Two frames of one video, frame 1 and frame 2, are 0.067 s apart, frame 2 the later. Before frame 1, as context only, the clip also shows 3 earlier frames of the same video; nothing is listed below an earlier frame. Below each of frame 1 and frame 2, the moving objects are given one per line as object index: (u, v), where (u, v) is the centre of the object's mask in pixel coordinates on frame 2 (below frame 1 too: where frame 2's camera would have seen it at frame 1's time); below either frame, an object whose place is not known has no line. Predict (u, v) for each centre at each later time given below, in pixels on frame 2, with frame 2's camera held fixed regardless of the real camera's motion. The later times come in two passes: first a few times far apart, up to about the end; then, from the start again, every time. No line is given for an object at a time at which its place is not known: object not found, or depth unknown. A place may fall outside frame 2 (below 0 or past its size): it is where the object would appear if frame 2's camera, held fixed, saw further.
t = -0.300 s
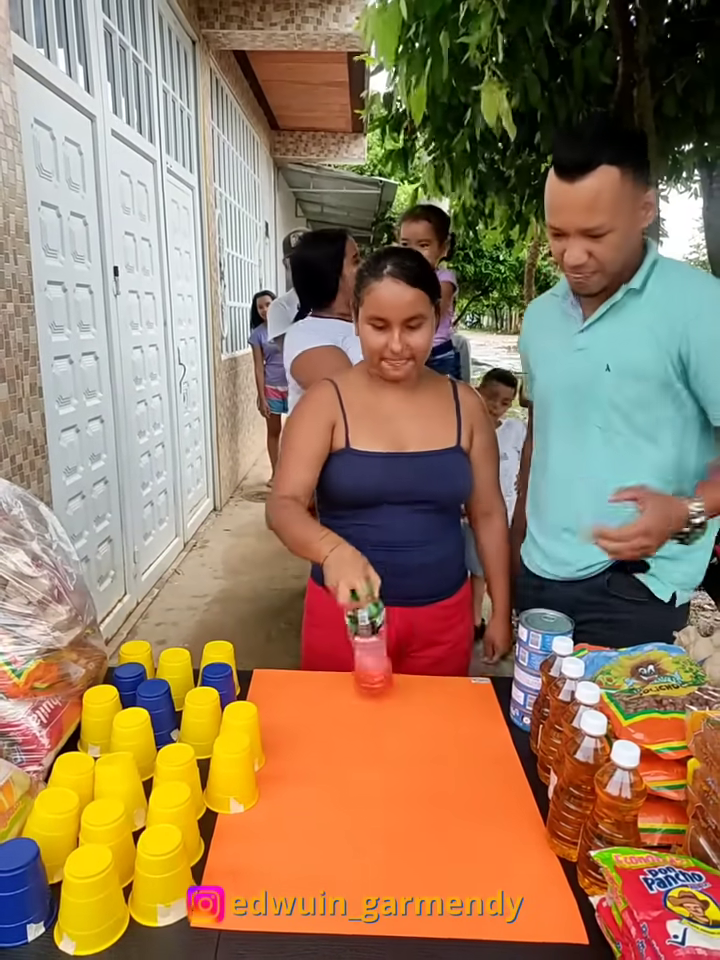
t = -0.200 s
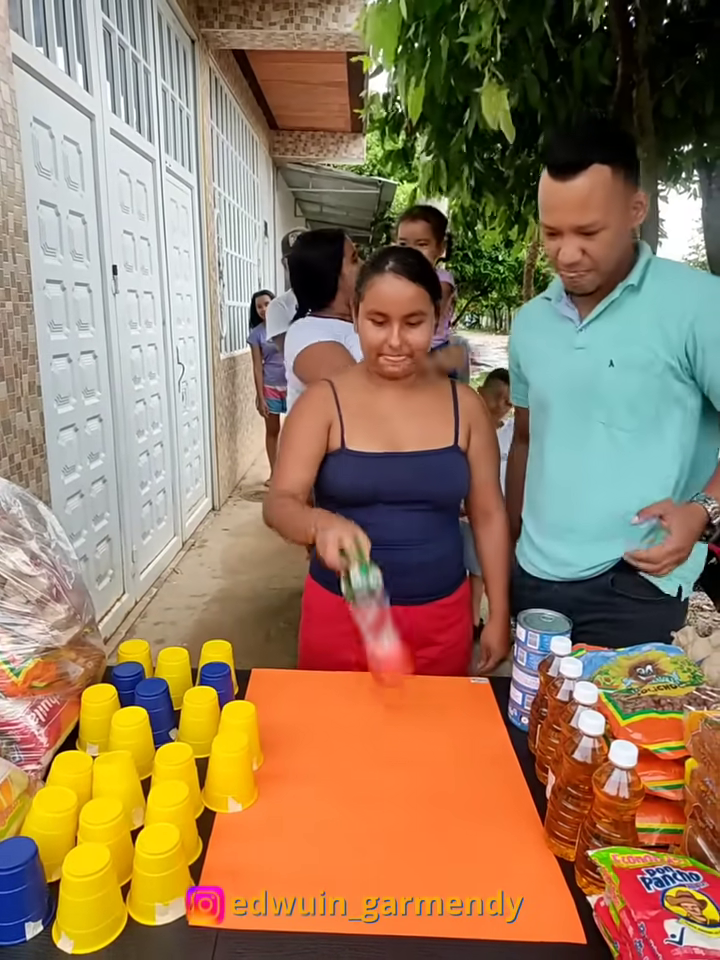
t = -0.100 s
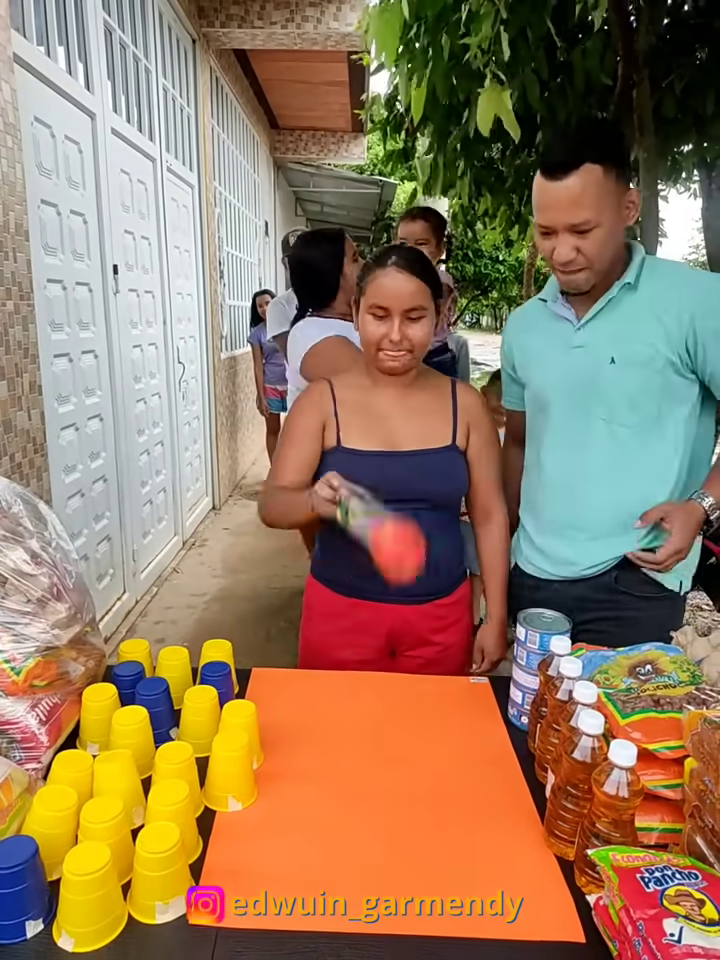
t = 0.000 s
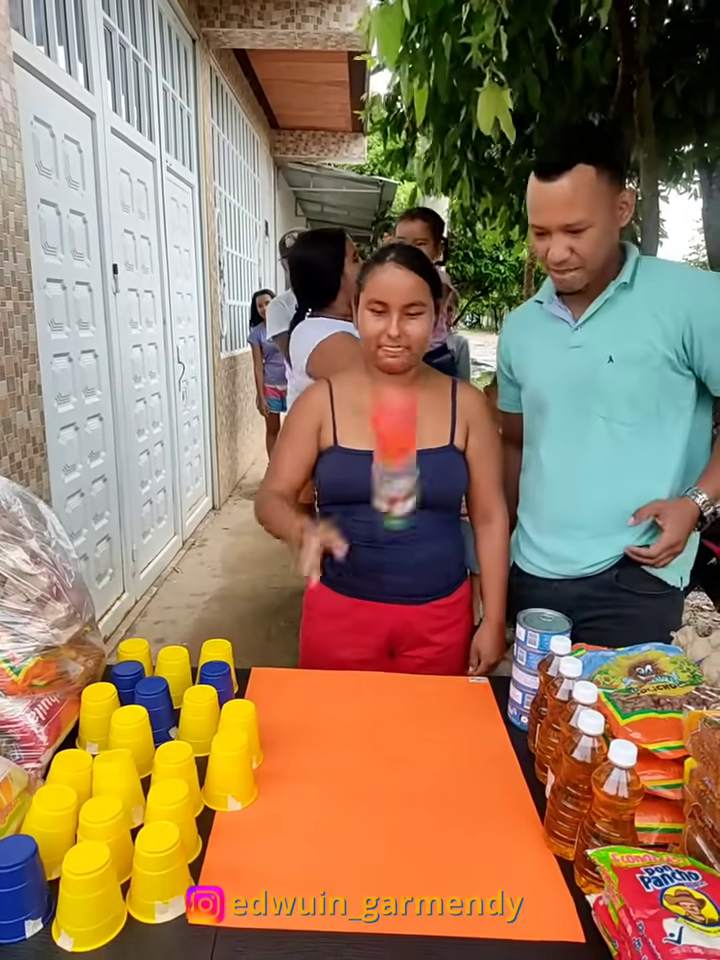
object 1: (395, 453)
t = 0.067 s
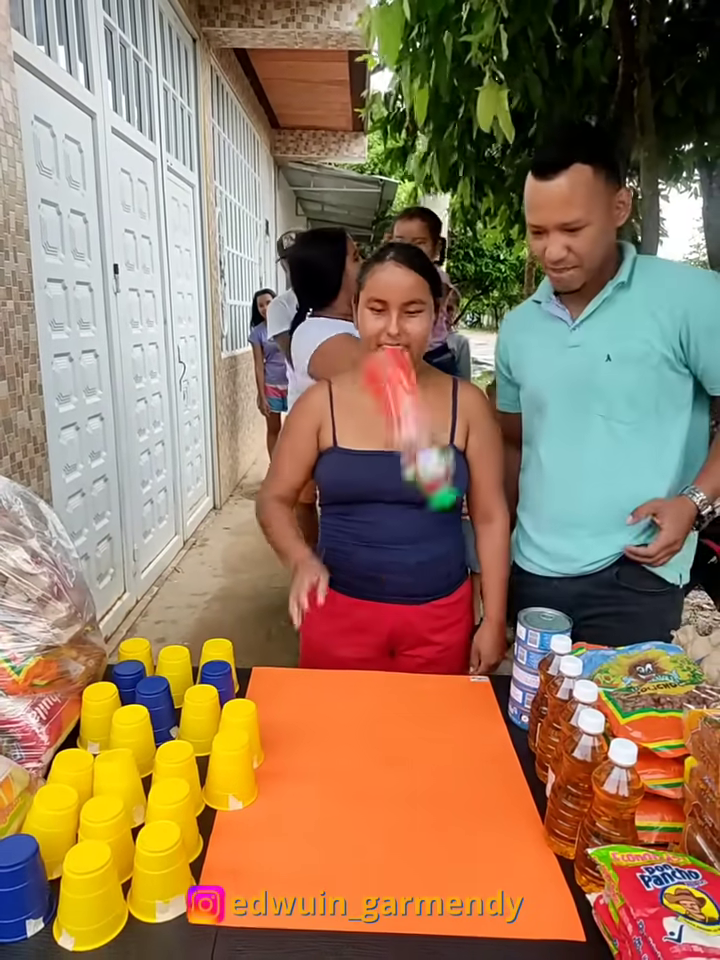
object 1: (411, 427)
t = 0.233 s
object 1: (404, 422)
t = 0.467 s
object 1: (382, 712)
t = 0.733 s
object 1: (395, 710)
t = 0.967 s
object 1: (424, 739)
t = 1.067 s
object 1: (427, 740)
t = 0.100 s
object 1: (415, 411)
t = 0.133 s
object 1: (415, 399)
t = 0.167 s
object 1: (414, 396)
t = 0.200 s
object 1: (410, 401)
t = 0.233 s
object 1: (404, 422)
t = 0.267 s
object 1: (398, 449)
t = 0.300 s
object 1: (394, 488)
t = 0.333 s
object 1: (392, 528)
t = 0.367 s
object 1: (388, 579)
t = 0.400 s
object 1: (384, 635)
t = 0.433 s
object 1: (381, 701)
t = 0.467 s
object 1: (382, 712)
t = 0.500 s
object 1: (384, 715)
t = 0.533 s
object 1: (384, 715)
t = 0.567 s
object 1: (384, 714)
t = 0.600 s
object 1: (384, 714)
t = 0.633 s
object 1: (386, 713)
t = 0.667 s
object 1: (388, 712)
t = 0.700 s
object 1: (391, 711)
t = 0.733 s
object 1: (395, 710)
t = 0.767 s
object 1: (399, 712)
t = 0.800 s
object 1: (405, 716)
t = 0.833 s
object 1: (411, 718)
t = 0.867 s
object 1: (415, 728)
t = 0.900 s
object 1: (421, 738)
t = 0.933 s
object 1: (424, 738)
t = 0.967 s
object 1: (424, 739)
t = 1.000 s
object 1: (425, 739)
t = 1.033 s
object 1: (426, 740)
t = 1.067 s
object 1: (427, 740)
